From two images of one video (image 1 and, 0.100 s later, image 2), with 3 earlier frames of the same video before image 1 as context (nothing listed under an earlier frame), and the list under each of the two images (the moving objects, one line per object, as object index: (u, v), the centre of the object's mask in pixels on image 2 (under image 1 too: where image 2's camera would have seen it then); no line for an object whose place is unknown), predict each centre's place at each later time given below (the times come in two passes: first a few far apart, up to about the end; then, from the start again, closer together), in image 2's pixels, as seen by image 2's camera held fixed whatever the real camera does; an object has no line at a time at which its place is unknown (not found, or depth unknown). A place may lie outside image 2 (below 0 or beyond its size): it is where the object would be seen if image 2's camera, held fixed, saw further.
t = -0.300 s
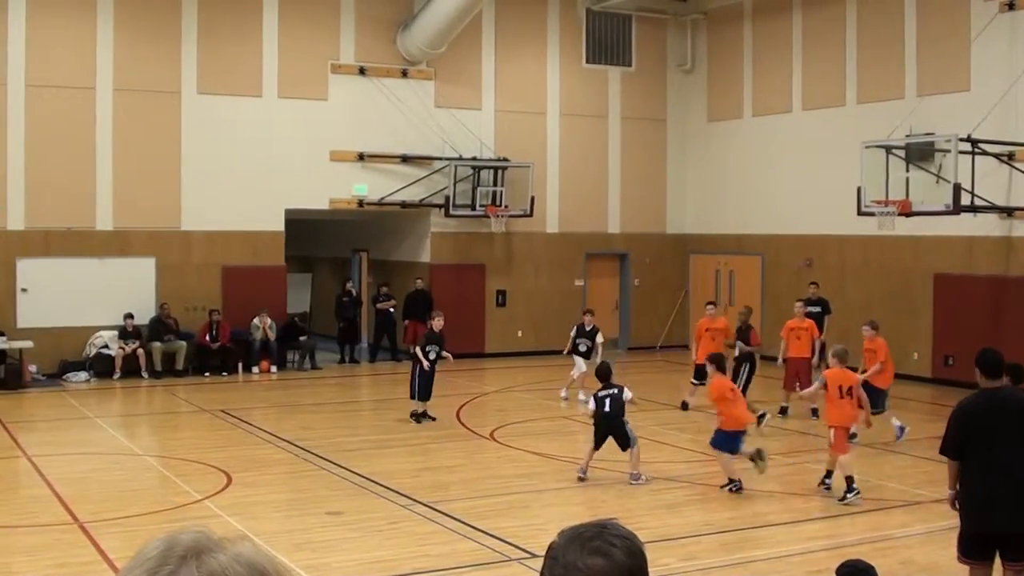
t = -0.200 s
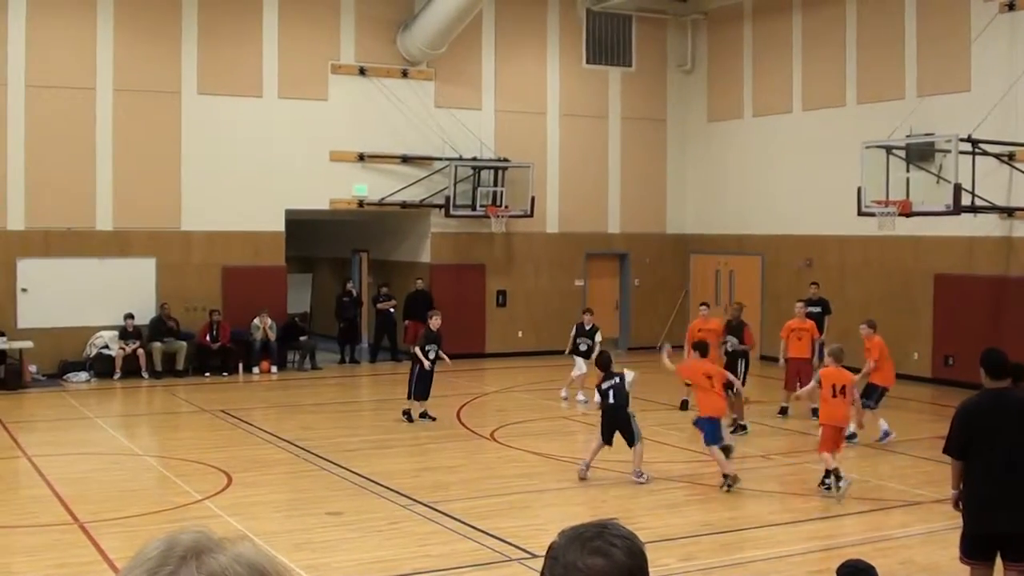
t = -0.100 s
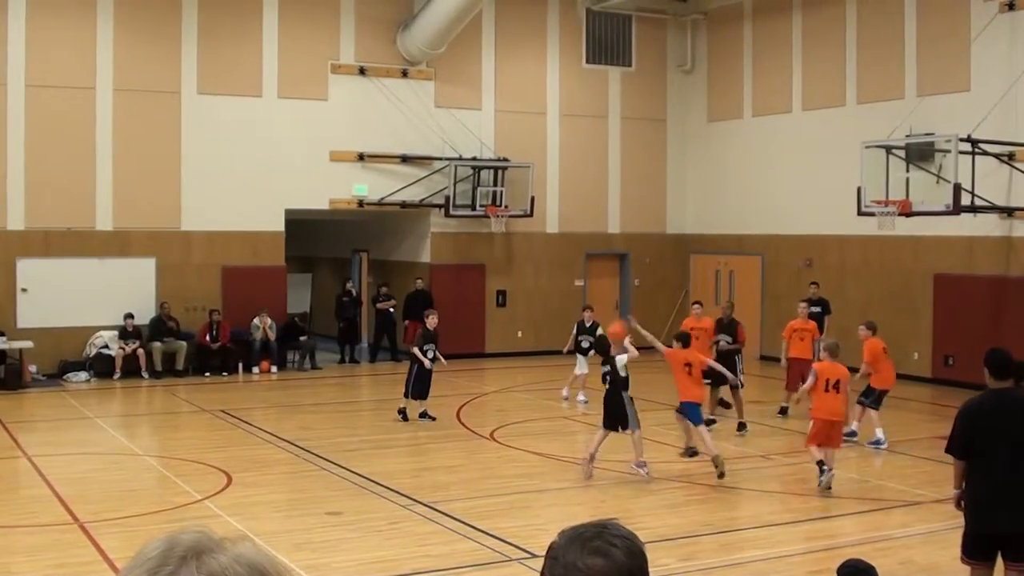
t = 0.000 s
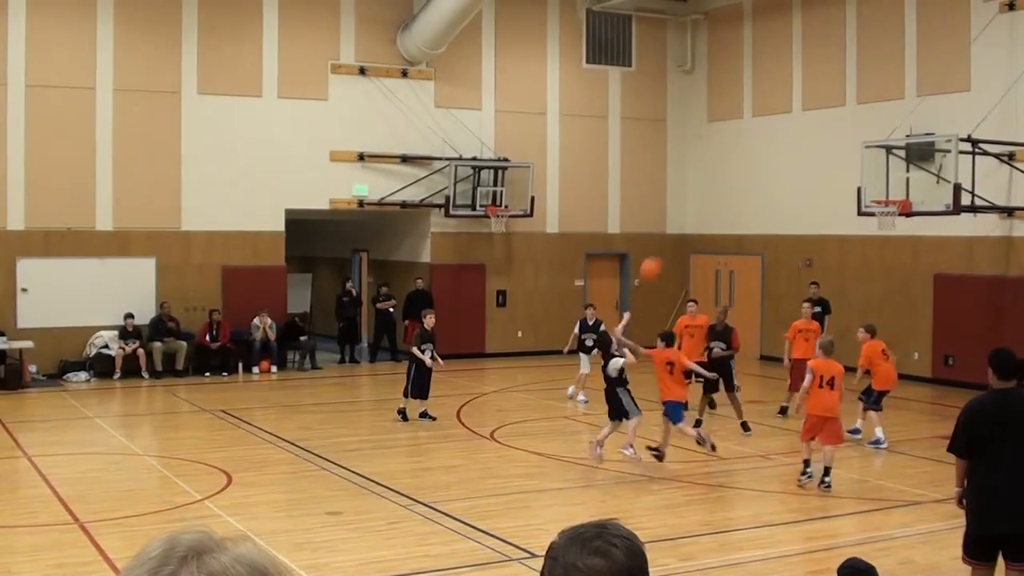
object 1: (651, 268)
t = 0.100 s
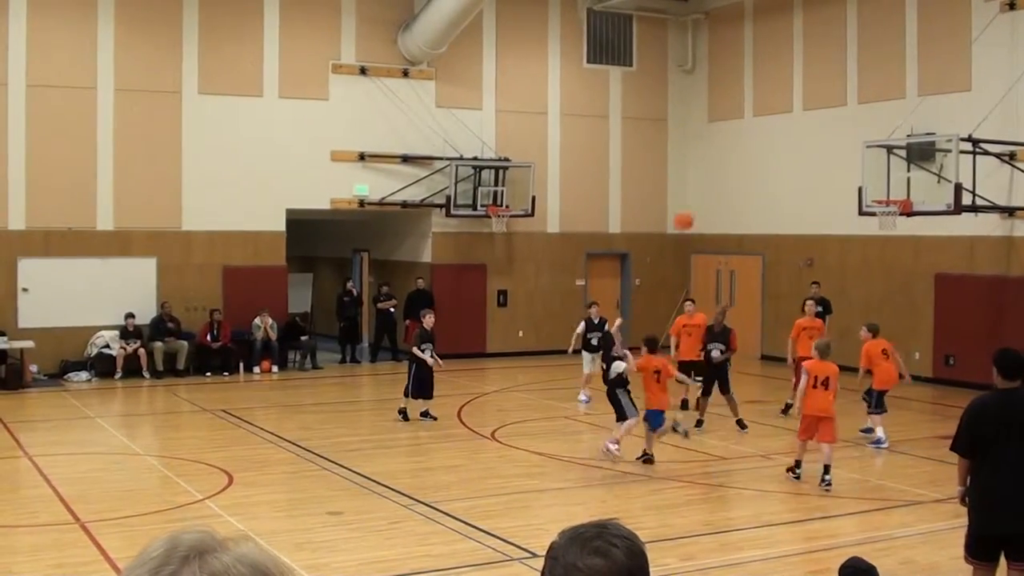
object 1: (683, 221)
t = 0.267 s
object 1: (732, 162)
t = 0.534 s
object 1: (798, 124)
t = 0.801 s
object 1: (855, 143)
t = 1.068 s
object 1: (905, 198)
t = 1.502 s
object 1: (1015, 286)
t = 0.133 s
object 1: (694, 206)
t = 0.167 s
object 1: (704, 193)
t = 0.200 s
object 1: (713, 182)
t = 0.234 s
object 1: (723, 171)
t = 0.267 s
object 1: (732, 162)
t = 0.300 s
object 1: (741, 154)
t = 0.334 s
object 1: (750, 146)
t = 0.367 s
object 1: (758, 140)
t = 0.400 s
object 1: (767, 135)
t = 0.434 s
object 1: (775, 131)
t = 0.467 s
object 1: (783, 127)
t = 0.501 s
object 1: (791, 125)
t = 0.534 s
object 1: (798, 124)
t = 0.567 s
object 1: (806, 123)
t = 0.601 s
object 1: (813, 124)
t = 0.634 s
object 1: (821, 125)
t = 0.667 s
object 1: (828, 127)
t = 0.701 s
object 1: (835, 130)
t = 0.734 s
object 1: (842, 133)
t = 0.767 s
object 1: (849, 138)
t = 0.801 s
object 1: (855, 143)
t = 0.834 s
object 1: (862, 149)
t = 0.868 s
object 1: (868, 155)
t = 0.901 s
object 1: (874, 162)
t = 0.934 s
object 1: (880, 170)
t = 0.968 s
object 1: (886, 178)
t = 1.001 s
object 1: (893, 187)
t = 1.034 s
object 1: (898, 197)
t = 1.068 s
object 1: (905, 198)
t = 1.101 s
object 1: (916, 199)
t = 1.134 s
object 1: (922, 202)
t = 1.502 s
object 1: (1015, 286)
